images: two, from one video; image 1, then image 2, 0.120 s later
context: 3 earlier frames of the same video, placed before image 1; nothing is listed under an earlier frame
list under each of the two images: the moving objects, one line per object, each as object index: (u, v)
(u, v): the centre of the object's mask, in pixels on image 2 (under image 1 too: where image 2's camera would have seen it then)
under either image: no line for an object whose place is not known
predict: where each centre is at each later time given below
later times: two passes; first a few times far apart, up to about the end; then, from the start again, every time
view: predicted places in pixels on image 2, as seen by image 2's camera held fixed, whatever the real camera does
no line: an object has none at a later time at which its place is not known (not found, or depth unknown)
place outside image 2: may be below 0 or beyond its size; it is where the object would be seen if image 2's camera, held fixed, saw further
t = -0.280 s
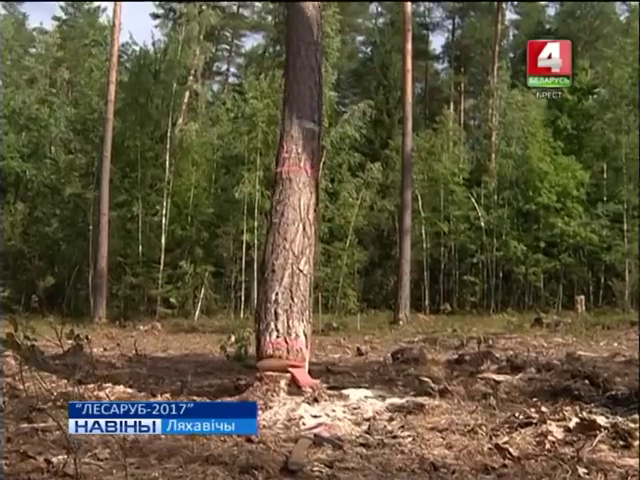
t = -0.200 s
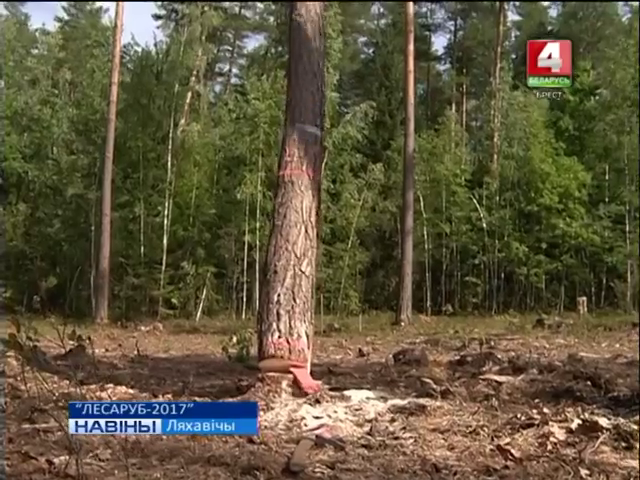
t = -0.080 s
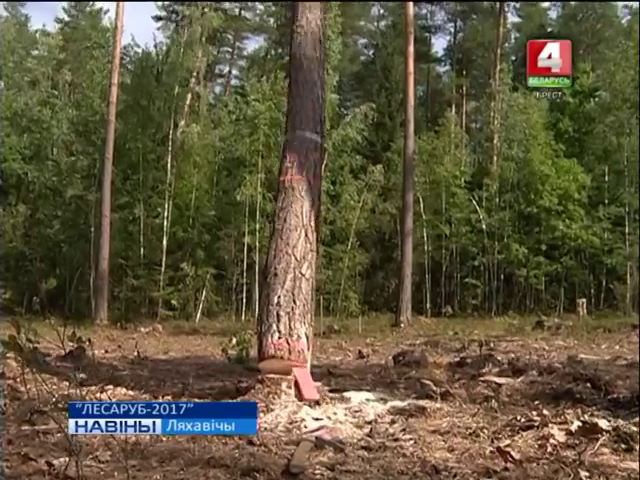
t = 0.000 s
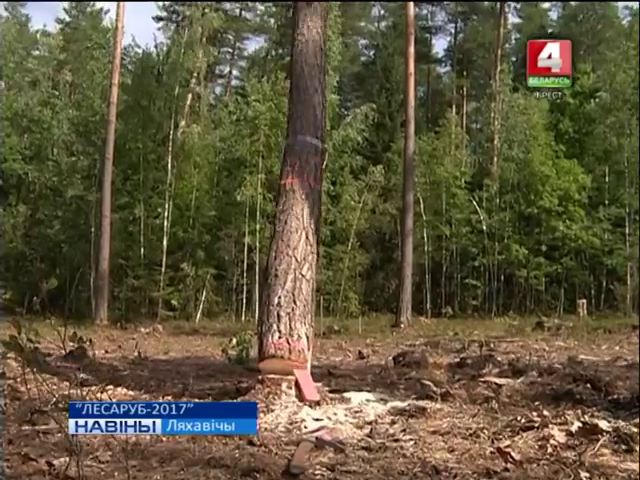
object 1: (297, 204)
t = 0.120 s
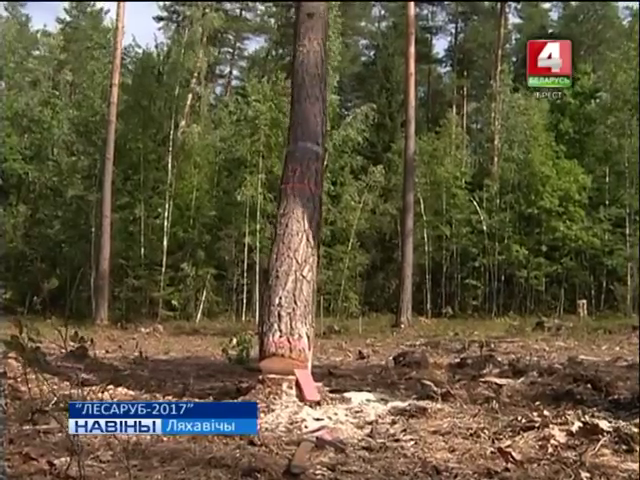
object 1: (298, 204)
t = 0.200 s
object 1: (298, 206)
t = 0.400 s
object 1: (299, 210)
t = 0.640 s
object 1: (300, 214)
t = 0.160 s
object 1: (298, 205)
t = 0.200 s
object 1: (298, 206)
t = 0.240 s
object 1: (299, 207)
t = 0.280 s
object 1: (299, 207)
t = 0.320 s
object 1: (299, 208)
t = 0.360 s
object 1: (299, 209)
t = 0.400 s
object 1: (299, 210)
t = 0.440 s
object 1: (299, 210)
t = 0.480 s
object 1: (299, 210)
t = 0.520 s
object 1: (300, 211)
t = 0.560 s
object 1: (300, 212)
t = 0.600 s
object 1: (300, 213)
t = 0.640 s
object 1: (300, 214)
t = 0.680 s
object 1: (301, 215)
